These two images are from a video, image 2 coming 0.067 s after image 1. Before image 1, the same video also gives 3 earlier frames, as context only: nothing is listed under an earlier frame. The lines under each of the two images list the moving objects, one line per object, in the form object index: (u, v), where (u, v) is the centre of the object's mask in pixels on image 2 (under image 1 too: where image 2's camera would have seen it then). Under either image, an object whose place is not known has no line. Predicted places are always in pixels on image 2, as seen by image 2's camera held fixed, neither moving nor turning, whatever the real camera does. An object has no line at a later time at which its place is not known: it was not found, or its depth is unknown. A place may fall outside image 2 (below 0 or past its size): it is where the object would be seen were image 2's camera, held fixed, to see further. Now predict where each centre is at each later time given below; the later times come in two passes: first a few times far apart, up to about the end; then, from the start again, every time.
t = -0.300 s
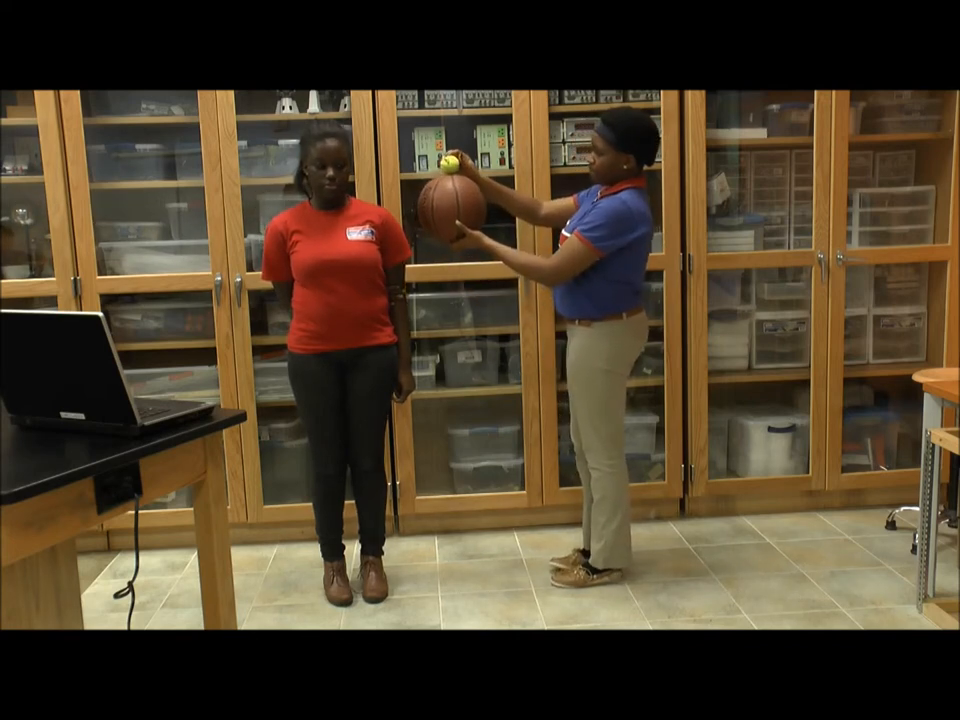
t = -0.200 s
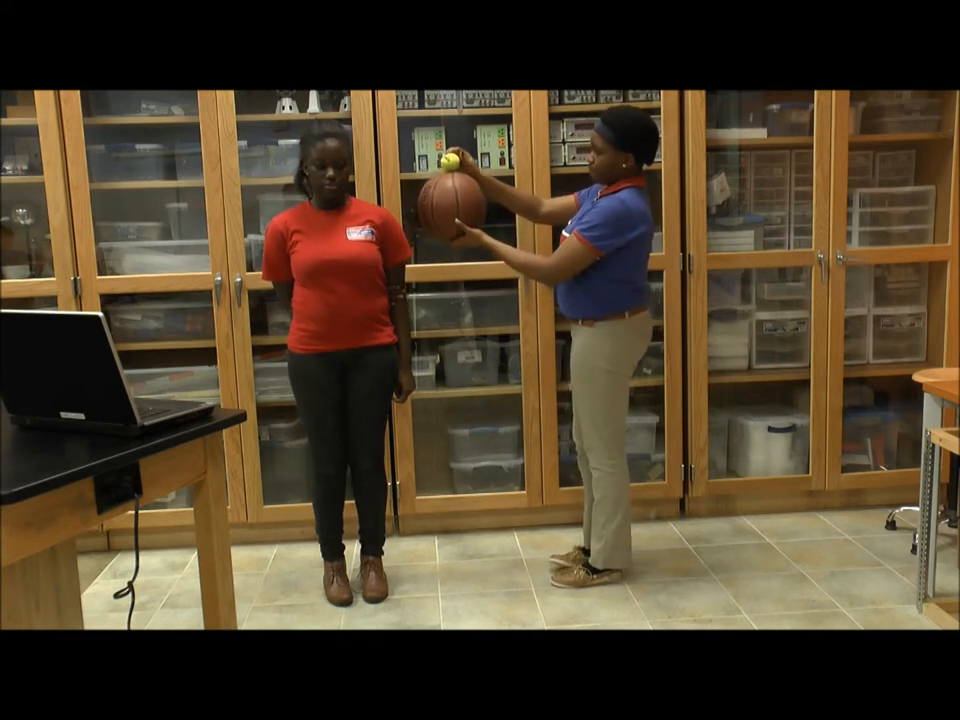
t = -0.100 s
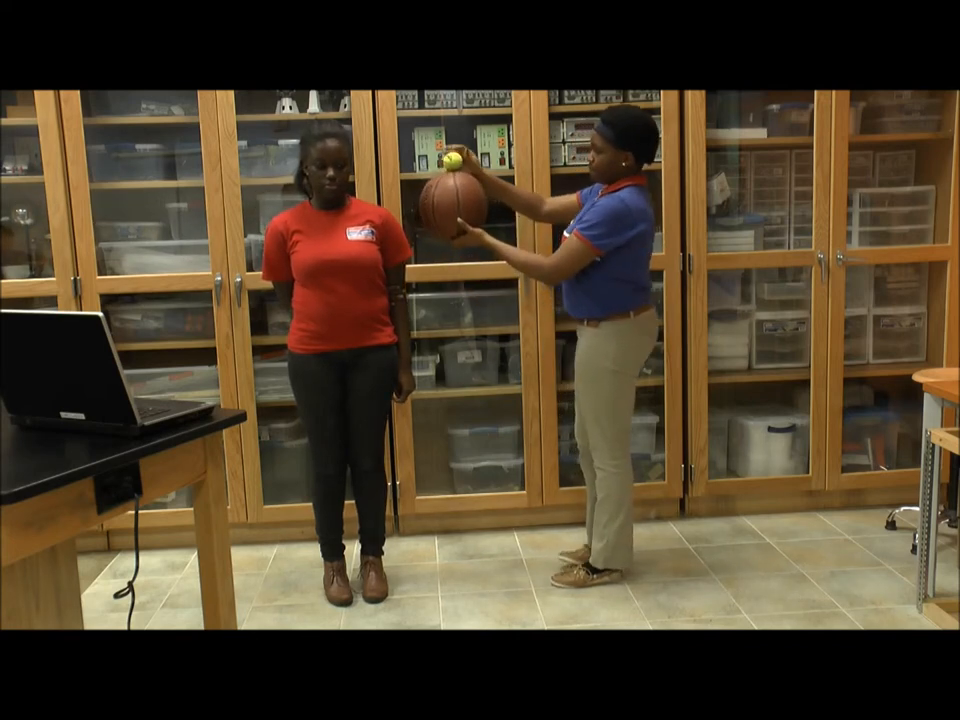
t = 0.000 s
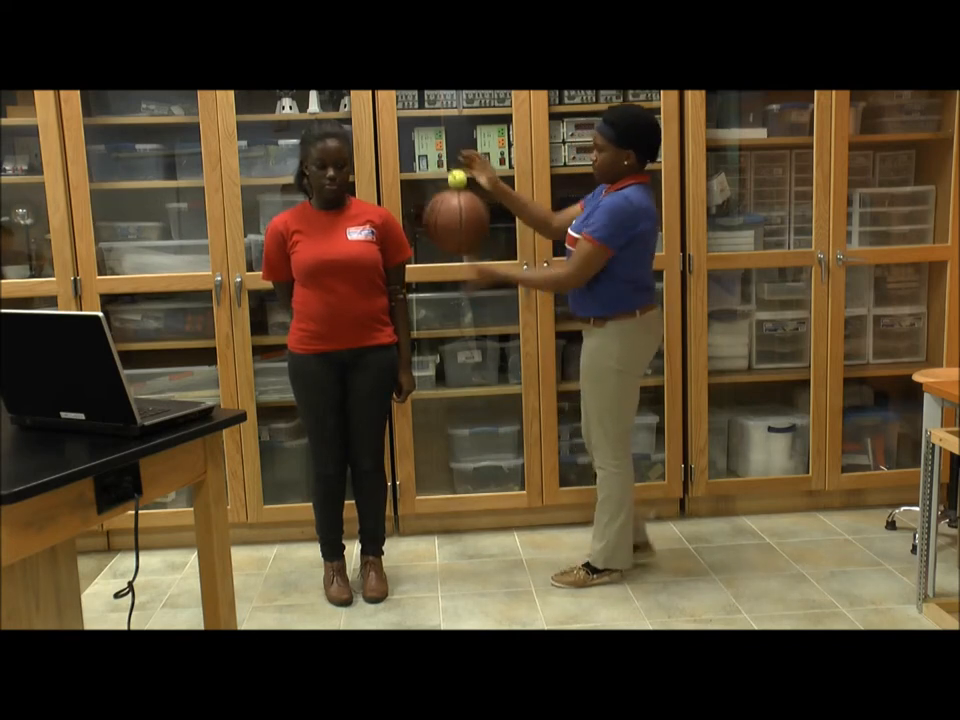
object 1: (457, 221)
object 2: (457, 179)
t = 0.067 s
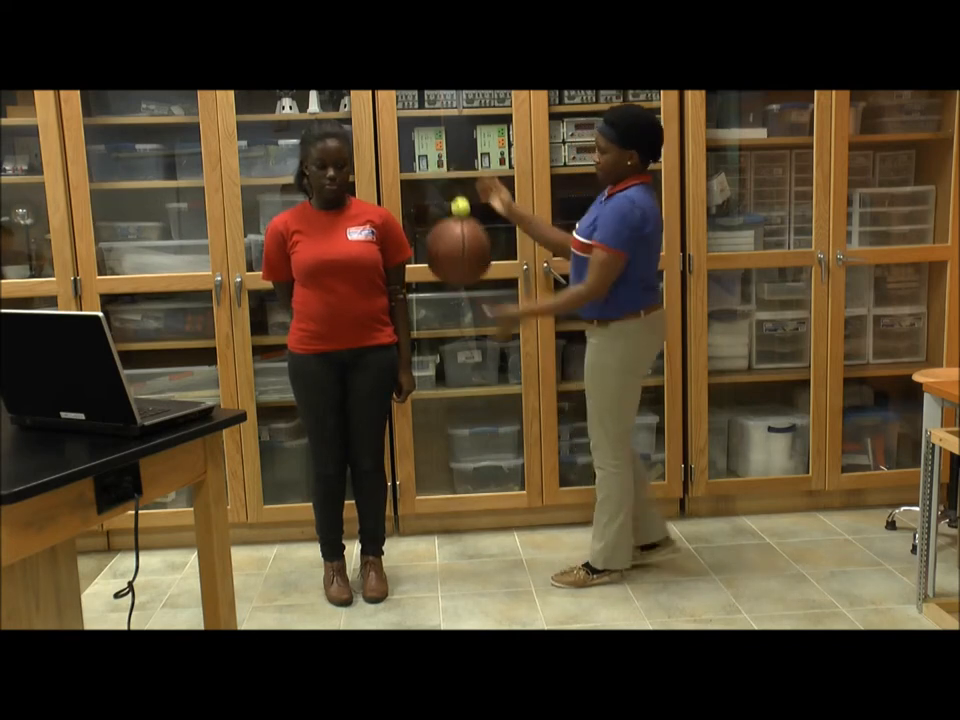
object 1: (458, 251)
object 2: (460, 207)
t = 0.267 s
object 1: (466, 405)
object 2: (473, 364)
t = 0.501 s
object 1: (466, 465)
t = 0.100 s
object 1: (459, 268)
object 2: (462, 225)
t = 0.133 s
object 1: (461, 291)
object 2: (464, 247)
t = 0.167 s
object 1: (462, 315)
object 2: (466, 272)
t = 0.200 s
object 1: (464, 341)
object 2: (468, 300)
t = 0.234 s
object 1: (465, 373)
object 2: (471, 331)
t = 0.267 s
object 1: (466, 405)
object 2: (473, 364)
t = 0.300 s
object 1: (468, 440)
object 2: (476, 403)
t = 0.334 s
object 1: (471, 479)
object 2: (478, 441)
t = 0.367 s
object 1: (473, 521)
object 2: (481, 483)
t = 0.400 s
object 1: (474, 546)
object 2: (486, 508)
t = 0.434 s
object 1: (471, 514)
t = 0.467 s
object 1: (468, 490)
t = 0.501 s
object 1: (466, 465)
